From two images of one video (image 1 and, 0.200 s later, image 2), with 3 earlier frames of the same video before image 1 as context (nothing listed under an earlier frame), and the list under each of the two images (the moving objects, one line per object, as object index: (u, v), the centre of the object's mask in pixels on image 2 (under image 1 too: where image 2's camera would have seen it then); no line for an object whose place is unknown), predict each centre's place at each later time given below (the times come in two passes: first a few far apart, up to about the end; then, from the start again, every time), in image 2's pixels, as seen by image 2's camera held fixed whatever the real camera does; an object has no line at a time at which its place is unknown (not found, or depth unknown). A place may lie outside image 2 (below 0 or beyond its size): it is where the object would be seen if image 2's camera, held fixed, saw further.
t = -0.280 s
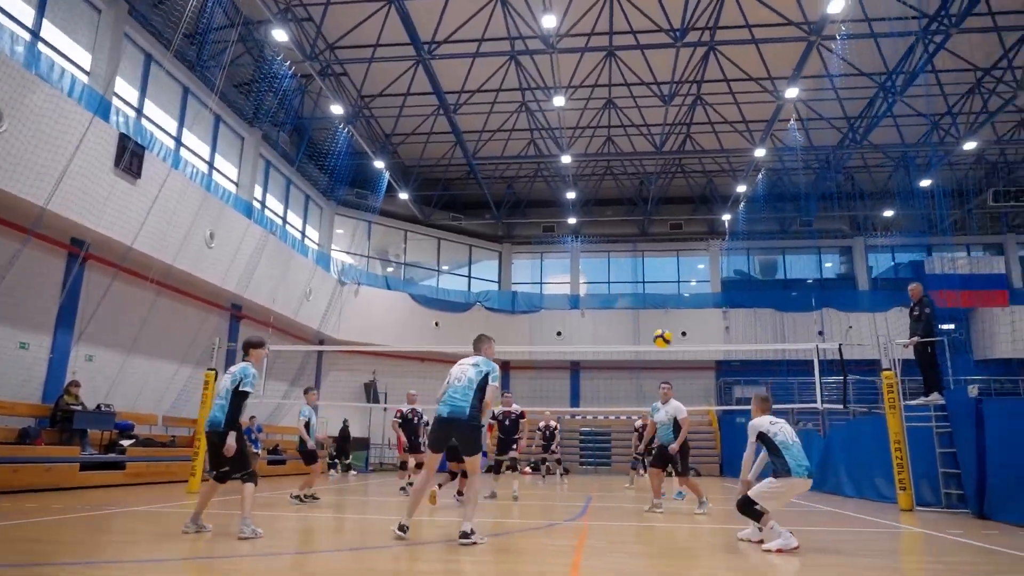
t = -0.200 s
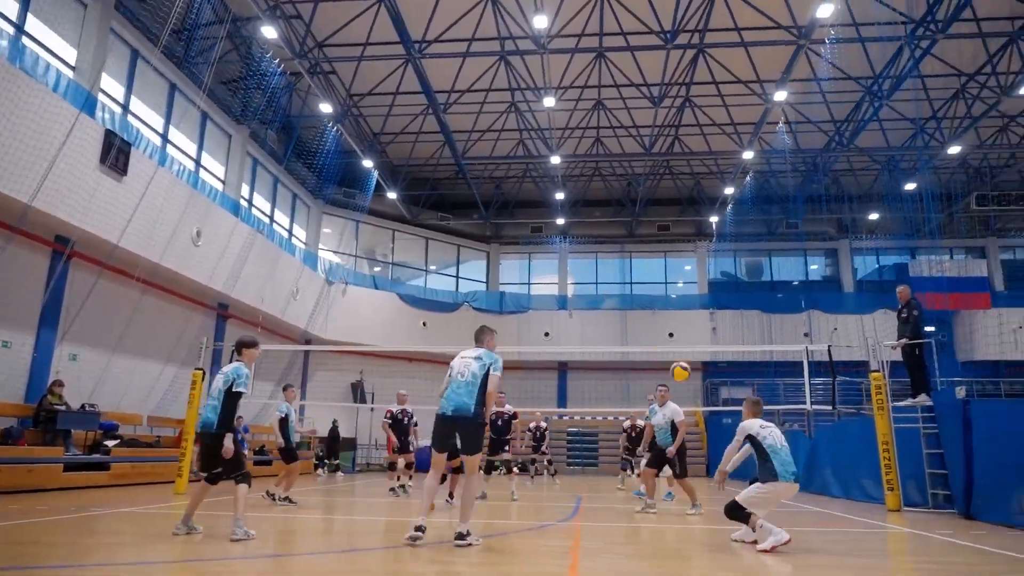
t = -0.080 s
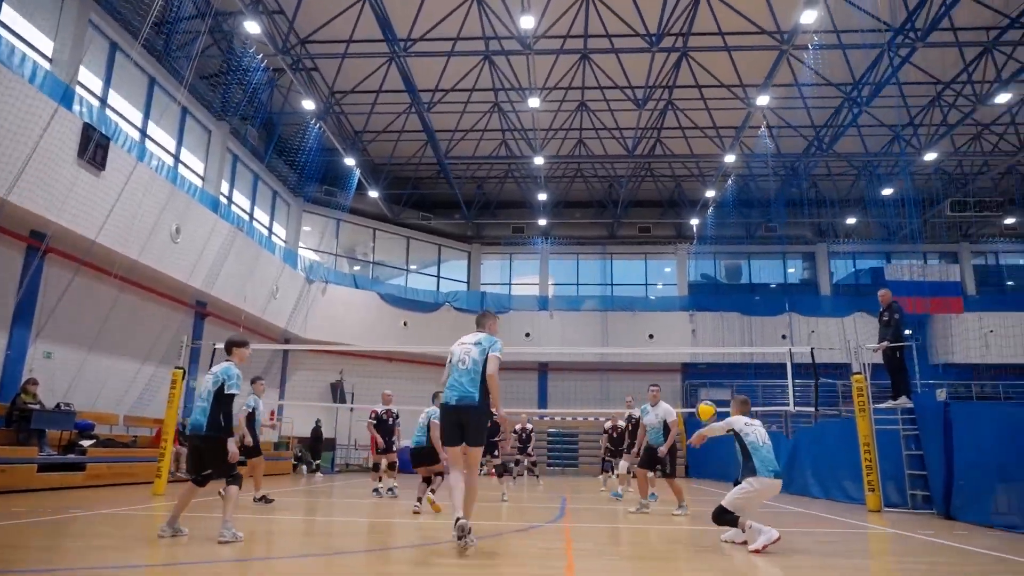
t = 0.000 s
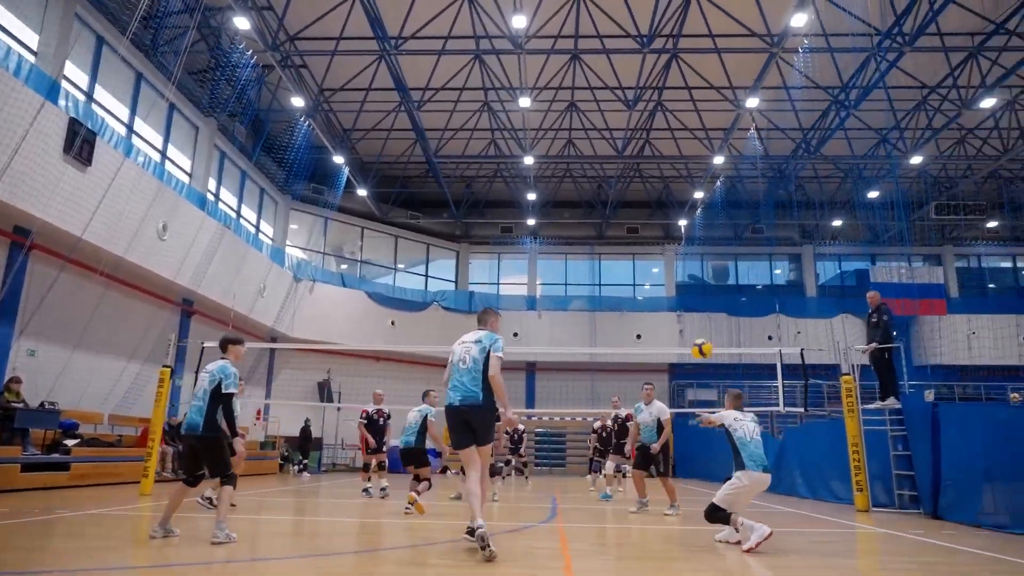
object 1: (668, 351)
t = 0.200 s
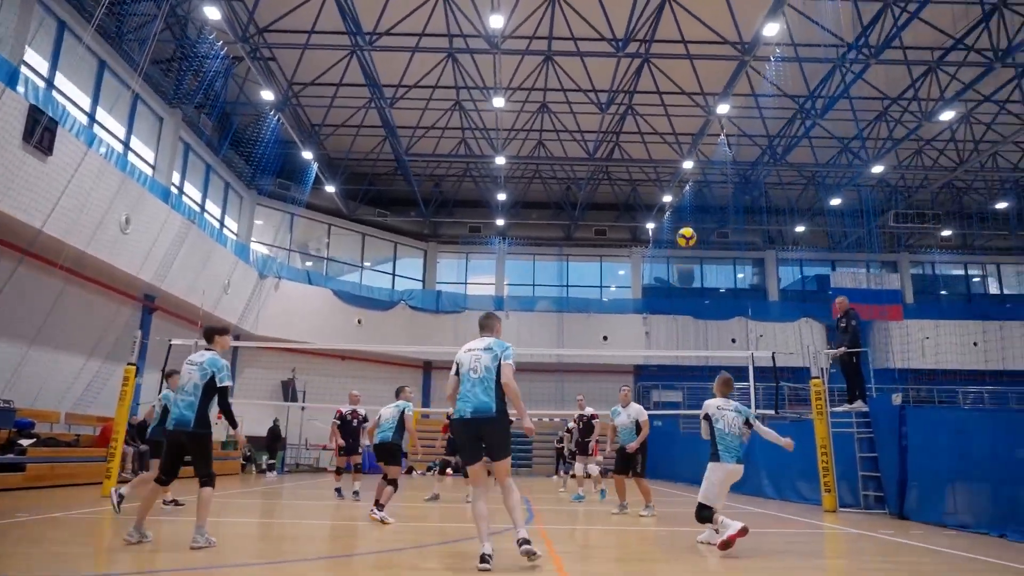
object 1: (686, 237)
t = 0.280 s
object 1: (693, 205)
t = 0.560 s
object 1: (717, 139)
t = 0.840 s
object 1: (741, 137)
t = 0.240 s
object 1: (690, 220)
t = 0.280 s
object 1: (693, 205)
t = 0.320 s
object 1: (696, 191)
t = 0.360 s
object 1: (700, 179)
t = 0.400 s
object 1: (704, 168)
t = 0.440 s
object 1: (707, 158)
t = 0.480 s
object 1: (710, 150)
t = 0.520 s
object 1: (714, 144)
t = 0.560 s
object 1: (717, 139)
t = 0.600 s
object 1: (720, 134)
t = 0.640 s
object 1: (724, 132)
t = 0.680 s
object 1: (727, 131)
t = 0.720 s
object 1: (731, 130)
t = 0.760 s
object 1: (734, 131)
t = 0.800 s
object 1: (738, 133)
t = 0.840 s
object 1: (741, 137)
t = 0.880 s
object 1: (745, 141)
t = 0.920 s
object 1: (749, 146)
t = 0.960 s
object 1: (753, 153)
